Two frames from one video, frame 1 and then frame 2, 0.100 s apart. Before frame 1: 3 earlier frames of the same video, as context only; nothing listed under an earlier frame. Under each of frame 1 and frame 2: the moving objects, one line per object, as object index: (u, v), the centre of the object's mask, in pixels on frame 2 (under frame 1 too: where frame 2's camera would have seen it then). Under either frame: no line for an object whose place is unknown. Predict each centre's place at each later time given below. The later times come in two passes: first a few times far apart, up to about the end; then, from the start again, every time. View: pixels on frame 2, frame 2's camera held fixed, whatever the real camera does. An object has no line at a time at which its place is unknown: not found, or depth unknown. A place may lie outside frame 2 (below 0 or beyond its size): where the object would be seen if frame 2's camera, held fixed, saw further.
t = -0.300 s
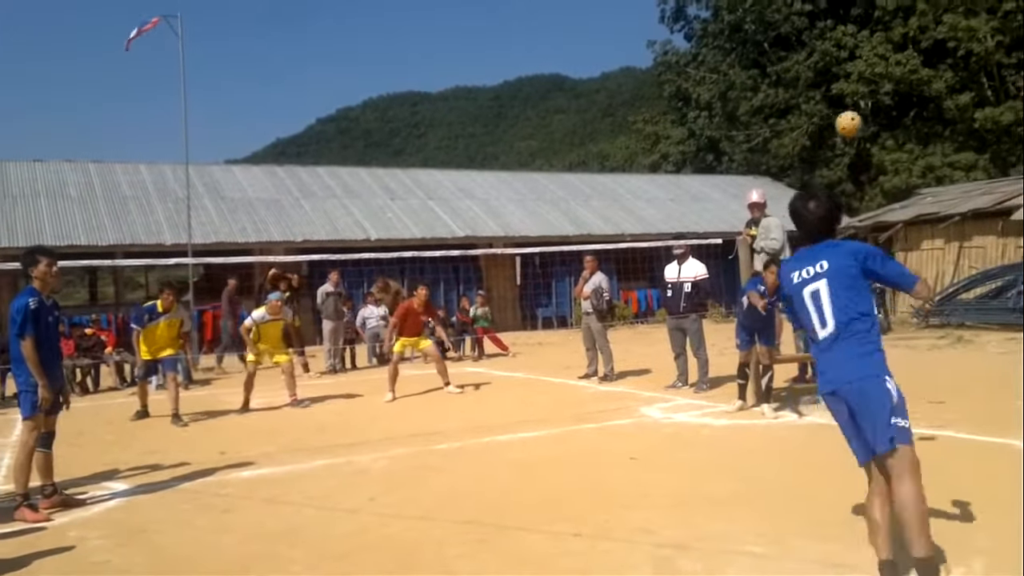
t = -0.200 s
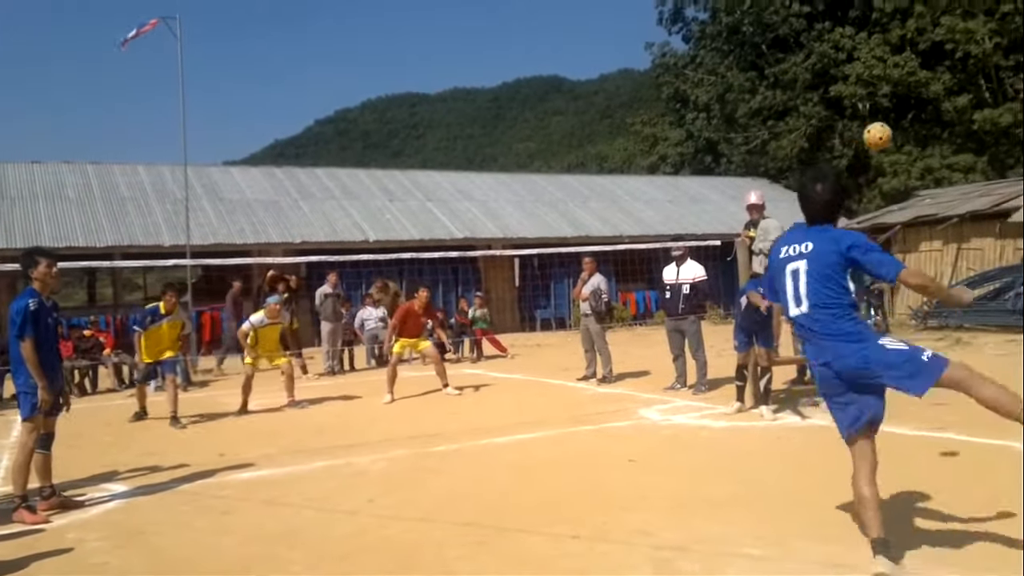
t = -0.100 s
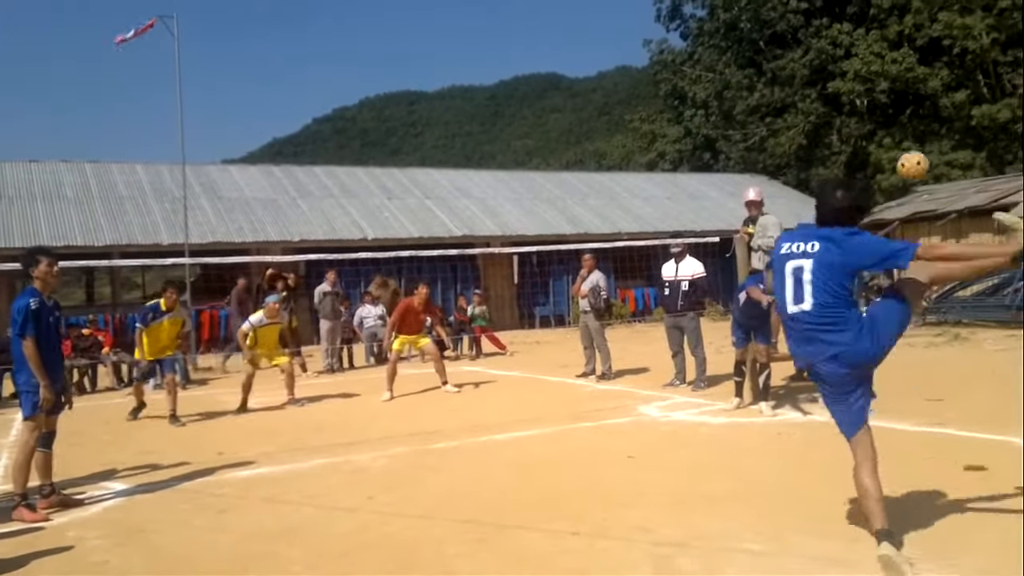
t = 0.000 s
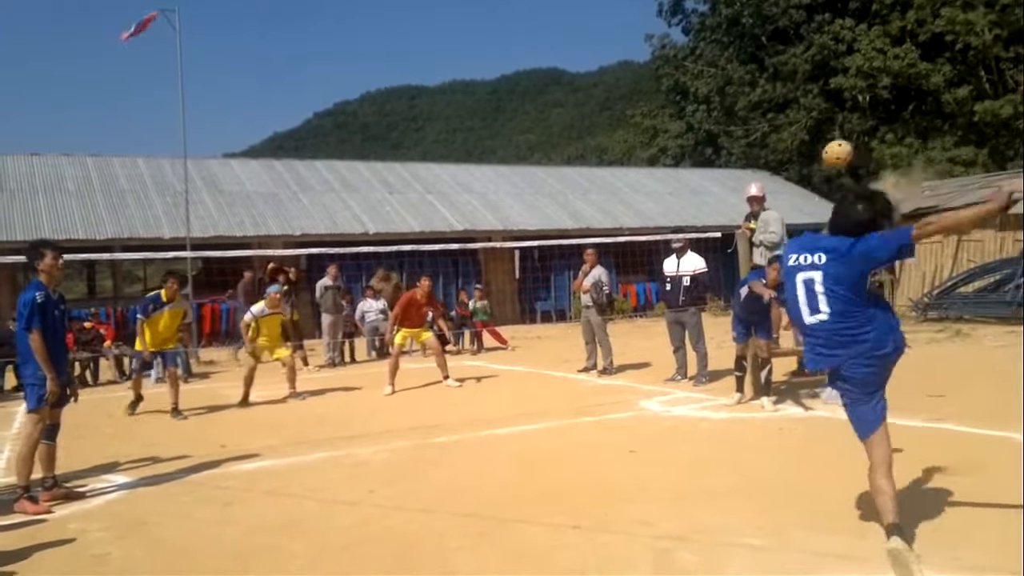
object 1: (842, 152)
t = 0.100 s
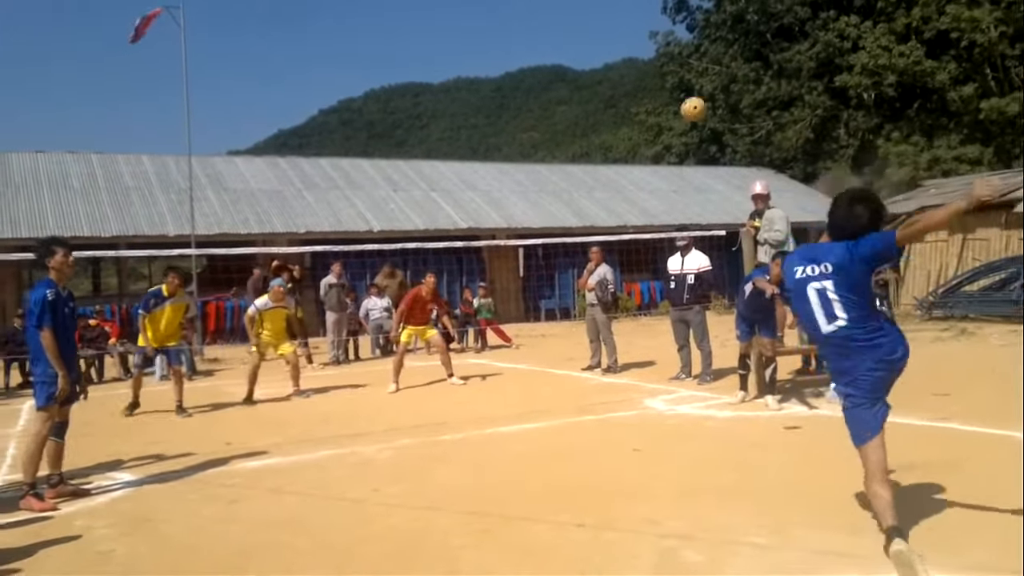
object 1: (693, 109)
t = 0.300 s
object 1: (502, 92)
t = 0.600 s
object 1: (345, 150)
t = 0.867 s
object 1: (266, 243)
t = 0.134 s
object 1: (652, 101)
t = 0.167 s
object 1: (617, 95)
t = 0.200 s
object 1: (584, 92)
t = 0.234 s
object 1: (555, 91)
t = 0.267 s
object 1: (527, 91)
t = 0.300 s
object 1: (502, 92)
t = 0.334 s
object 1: (479, 95)
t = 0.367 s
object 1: (458, 98)
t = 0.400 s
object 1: (438, 103)
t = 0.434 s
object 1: (419, 109)
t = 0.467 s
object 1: (402, 116)
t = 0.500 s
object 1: (387, 124)
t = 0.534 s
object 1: (371, 133)
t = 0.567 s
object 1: (358, 140)
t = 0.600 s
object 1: (345, 150)
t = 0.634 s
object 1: (332, 160)
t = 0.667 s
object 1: (322, 171)
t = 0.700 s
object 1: (311, 182)
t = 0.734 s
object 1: (303, 193)
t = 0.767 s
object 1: (291, 206)
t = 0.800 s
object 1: (281, 217)
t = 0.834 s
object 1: (274, 231)
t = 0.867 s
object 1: (266, 243)
